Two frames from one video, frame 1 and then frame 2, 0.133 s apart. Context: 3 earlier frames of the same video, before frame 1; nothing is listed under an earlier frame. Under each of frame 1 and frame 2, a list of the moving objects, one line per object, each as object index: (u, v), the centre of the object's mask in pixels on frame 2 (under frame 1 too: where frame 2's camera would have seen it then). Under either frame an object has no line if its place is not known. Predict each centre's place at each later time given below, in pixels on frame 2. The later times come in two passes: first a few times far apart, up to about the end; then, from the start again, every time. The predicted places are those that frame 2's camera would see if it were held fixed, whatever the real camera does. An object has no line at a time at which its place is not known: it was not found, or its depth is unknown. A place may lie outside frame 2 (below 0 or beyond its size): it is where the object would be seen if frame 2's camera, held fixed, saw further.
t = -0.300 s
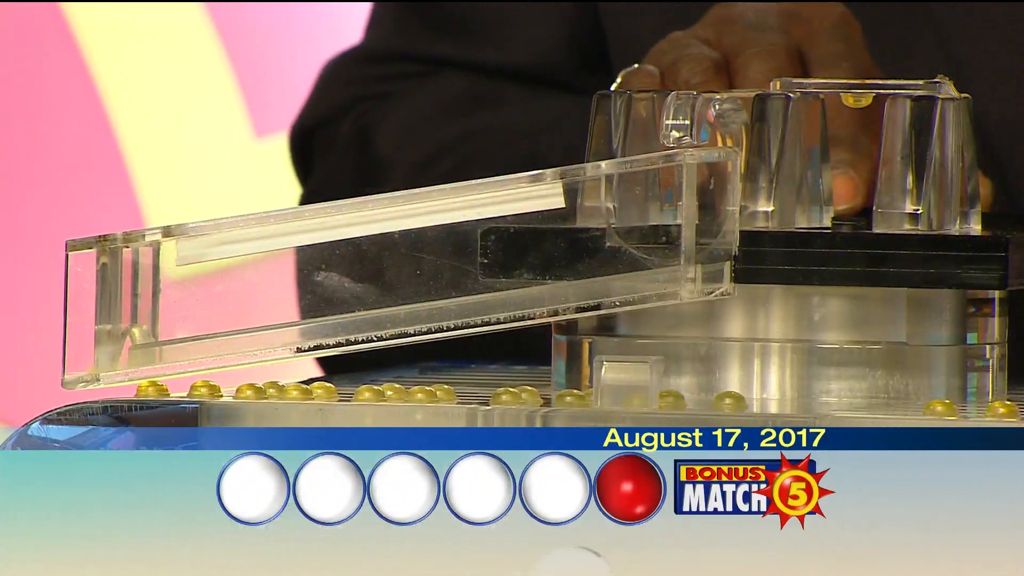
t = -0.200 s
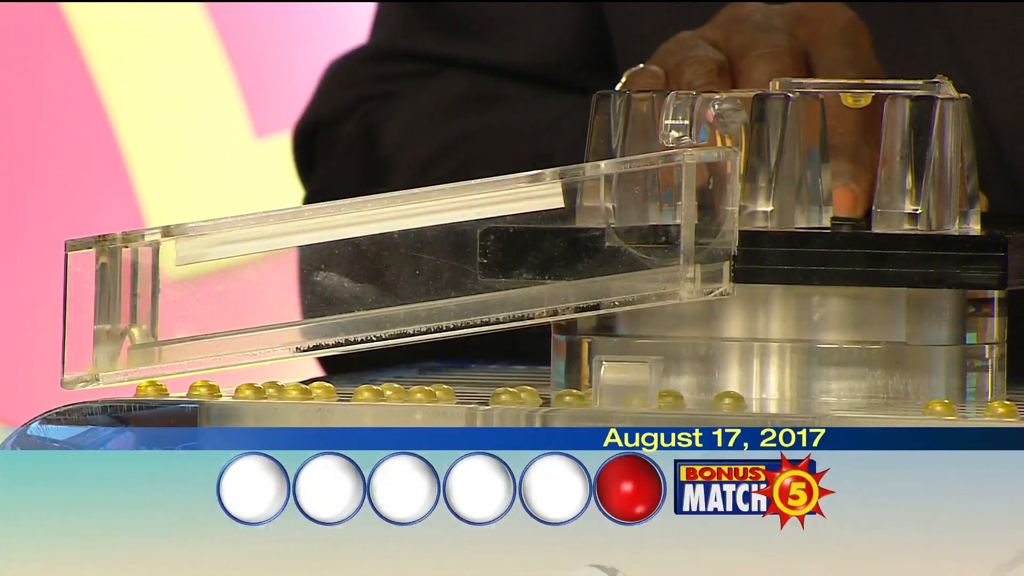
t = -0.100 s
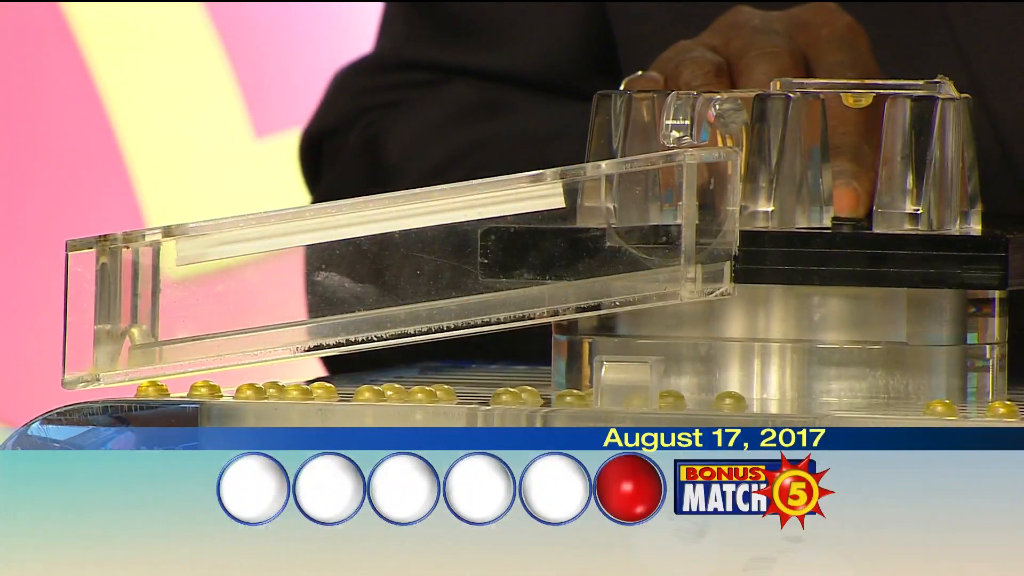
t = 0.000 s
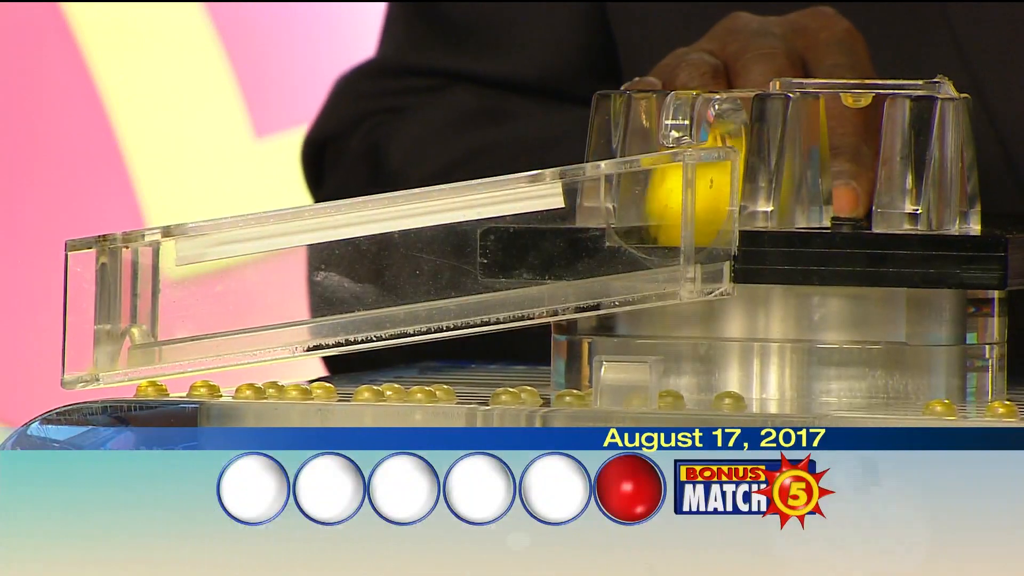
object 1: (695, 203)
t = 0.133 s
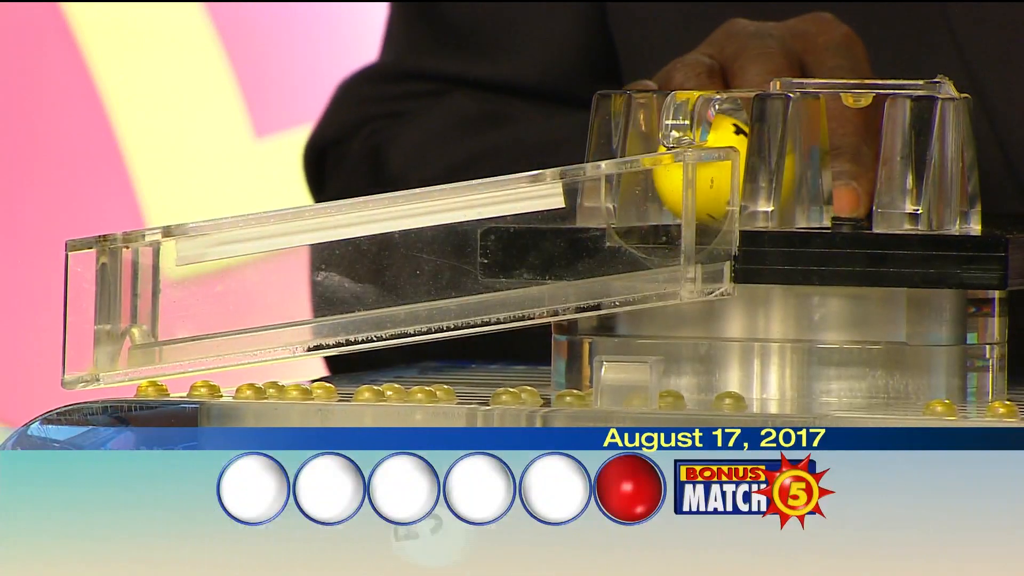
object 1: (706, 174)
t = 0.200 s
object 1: (704, 173)
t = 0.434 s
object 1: (655, 214)
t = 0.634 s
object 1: (638, 220)
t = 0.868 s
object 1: (585, 234)
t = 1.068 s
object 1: (497, 252)
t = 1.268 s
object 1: (365, 268)
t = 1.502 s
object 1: (210, 289)
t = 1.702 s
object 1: (193, 293)
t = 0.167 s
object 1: (707, 173)
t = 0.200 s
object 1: (704, 173)
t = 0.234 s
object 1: (696, 174)
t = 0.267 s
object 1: (662, 192)
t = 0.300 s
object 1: (656, 205)
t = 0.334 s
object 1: (659, 192)
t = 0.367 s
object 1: (645, 195)
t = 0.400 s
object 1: (659, 204)
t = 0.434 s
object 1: (655, 214)
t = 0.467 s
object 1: (659, 211)
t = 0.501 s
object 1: (638, 219)
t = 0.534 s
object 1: (640, 217)
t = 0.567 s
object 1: (640, 218)
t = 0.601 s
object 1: (639, 219)
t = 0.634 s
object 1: (638, 220)
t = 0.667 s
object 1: (635, 225)
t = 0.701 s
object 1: (633, 223)
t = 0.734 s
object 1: (627, 227)
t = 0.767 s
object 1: (621, 227)
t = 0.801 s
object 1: (609, 231)
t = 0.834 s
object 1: (598, 232)
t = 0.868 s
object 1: (585, 234)
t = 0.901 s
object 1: (571, 237)
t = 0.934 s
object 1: (559, 242)
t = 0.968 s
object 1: (544, 242)
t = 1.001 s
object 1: (529, 244)
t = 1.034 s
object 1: (514, 246)
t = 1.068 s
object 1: (497, 252)
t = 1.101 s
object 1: (478, 251)
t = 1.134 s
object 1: (457, 254)
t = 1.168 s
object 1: (435, 261)
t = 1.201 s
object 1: (411, 264)
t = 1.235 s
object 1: (387, 264)
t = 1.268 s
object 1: (365, 268)
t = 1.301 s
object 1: (340, 271)
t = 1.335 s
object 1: (314, 275)
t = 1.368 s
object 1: (287, 279)
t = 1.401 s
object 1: (257, 283)
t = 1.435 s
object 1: (227, 285)
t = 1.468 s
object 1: (197, 291)
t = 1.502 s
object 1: (210, 289)
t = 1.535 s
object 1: (216, 290)
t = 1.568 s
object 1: (215, 288)
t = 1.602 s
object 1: (207, 290)
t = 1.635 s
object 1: (195, 292)
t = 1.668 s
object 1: (194, 292)
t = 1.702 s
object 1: (193, 293)
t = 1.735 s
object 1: (192, 293)
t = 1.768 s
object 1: (192, 293)
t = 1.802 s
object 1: (192, 293)
